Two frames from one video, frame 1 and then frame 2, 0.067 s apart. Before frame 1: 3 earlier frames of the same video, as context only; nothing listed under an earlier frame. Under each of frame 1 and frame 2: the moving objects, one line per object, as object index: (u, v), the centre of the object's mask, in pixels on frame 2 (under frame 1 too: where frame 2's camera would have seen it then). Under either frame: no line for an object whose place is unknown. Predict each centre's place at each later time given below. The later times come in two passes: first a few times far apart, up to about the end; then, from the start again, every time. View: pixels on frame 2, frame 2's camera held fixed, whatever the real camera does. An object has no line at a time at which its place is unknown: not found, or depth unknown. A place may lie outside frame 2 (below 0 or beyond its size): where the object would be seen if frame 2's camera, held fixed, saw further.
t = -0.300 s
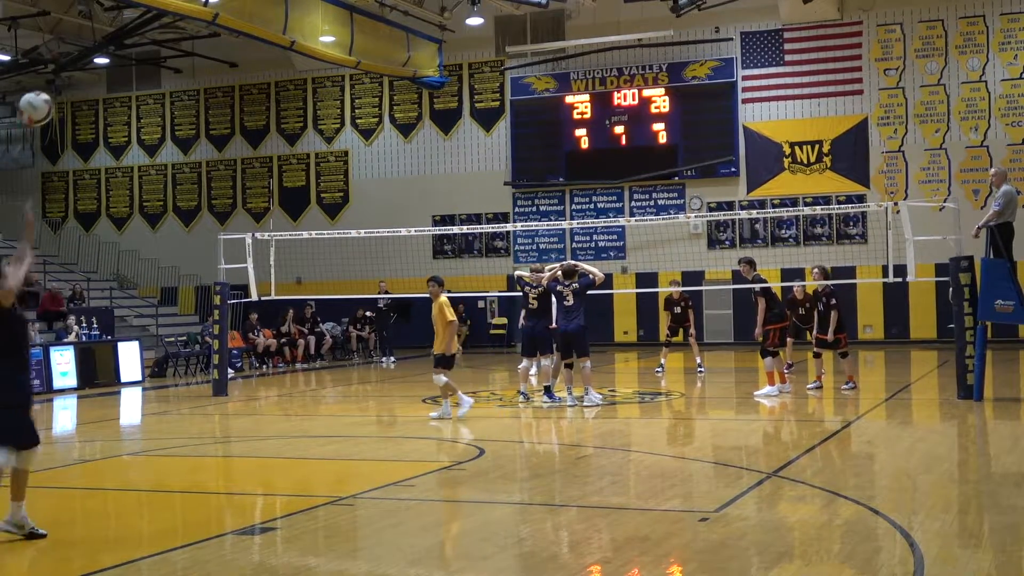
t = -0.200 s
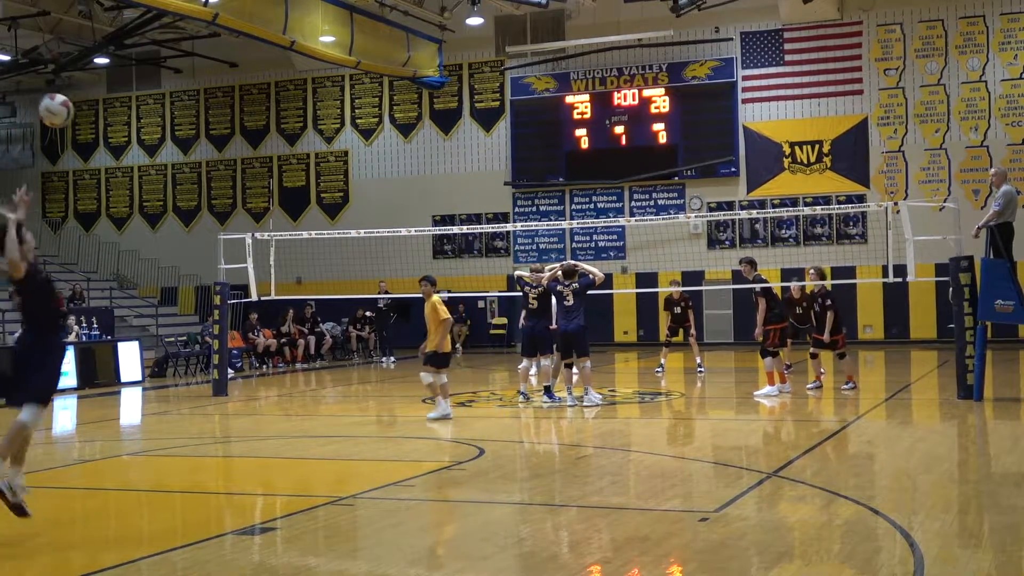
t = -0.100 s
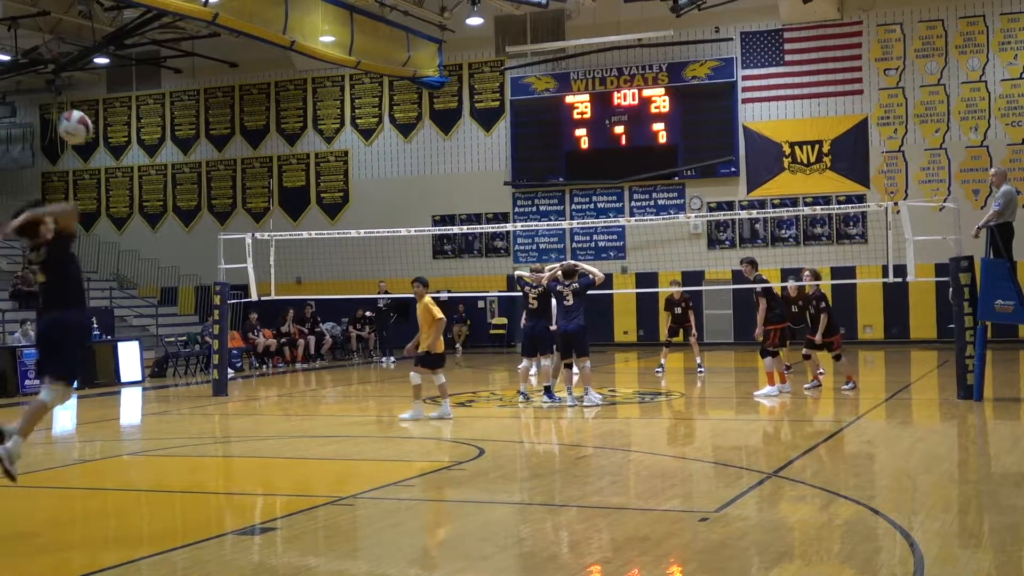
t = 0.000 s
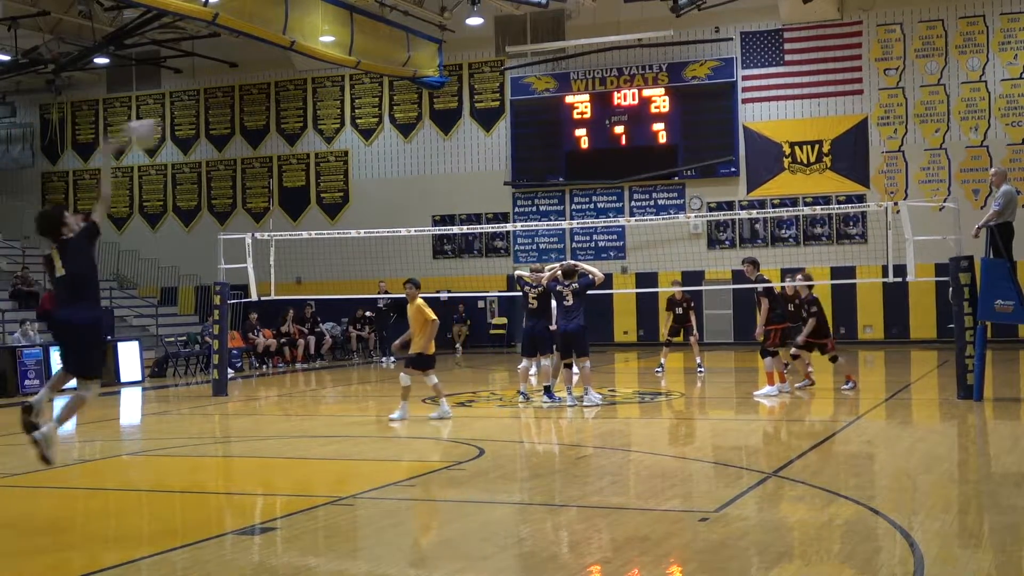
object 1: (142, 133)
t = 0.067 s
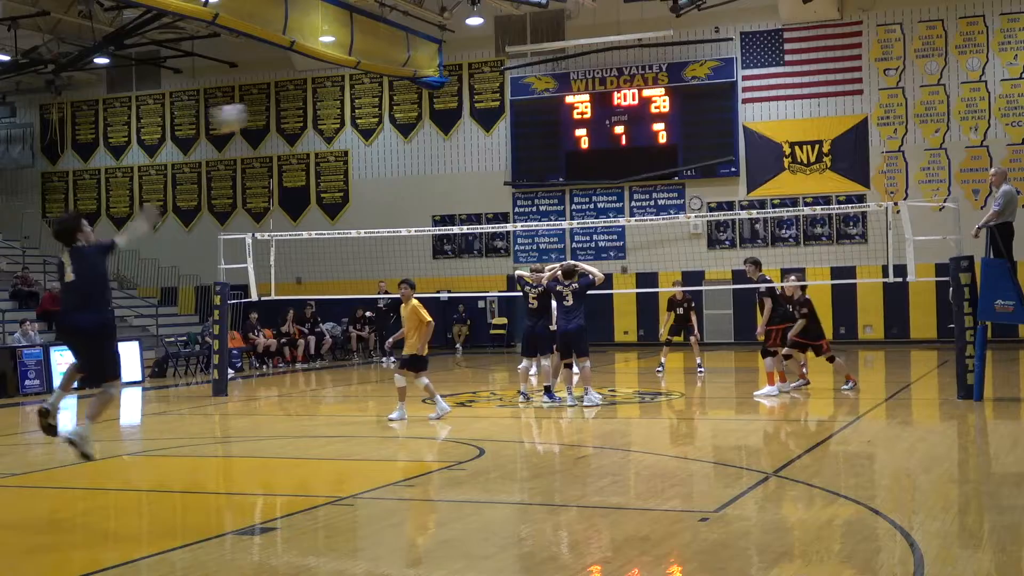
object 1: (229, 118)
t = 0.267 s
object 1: (409, 108)
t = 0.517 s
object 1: (531, 146)
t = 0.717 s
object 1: (586, 193)
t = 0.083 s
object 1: (250, 114)
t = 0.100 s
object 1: (268, 112)
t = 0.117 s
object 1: (288, 110)
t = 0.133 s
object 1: (302, 108)
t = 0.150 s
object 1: (317, 106)
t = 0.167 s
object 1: (333, 106)
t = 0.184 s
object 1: (346, 105)
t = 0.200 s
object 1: (361, 105)
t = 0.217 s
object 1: (374, 104)
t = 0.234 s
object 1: (387, 105)
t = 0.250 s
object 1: (399, 106)
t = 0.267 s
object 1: (409, 108)
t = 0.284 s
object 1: (420, 109)
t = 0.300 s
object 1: (430, 110)
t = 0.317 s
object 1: (440, 112)
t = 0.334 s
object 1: (448, 114)
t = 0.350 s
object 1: (456, 116)
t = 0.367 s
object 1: (466, 118)
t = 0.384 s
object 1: (477, 120)
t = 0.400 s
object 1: (484, 124)
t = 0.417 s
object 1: (489, 125)
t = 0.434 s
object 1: (496, 128)
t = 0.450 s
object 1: (505, 130)
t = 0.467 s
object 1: (513, 135)
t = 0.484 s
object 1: (519, 139)
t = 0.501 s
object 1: (524, 142)
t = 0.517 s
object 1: (531, 146)
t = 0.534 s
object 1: (537, 149)
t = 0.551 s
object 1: (542, 153)
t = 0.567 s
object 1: (548, 156)
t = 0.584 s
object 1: (553, 160)
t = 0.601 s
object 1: (558, 164)
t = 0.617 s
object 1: (563, 168)
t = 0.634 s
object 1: (567, 172)
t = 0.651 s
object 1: (571, 176)
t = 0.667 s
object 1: (575, 180)
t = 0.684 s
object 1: (579, 185)
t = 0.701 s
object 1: (582, 188)
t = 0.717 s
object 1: (586, 193)
